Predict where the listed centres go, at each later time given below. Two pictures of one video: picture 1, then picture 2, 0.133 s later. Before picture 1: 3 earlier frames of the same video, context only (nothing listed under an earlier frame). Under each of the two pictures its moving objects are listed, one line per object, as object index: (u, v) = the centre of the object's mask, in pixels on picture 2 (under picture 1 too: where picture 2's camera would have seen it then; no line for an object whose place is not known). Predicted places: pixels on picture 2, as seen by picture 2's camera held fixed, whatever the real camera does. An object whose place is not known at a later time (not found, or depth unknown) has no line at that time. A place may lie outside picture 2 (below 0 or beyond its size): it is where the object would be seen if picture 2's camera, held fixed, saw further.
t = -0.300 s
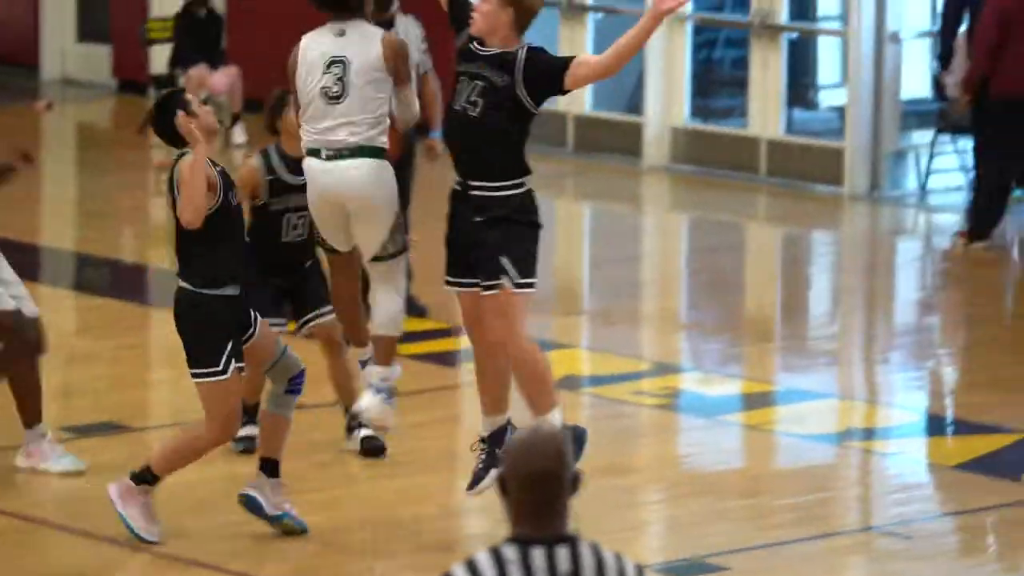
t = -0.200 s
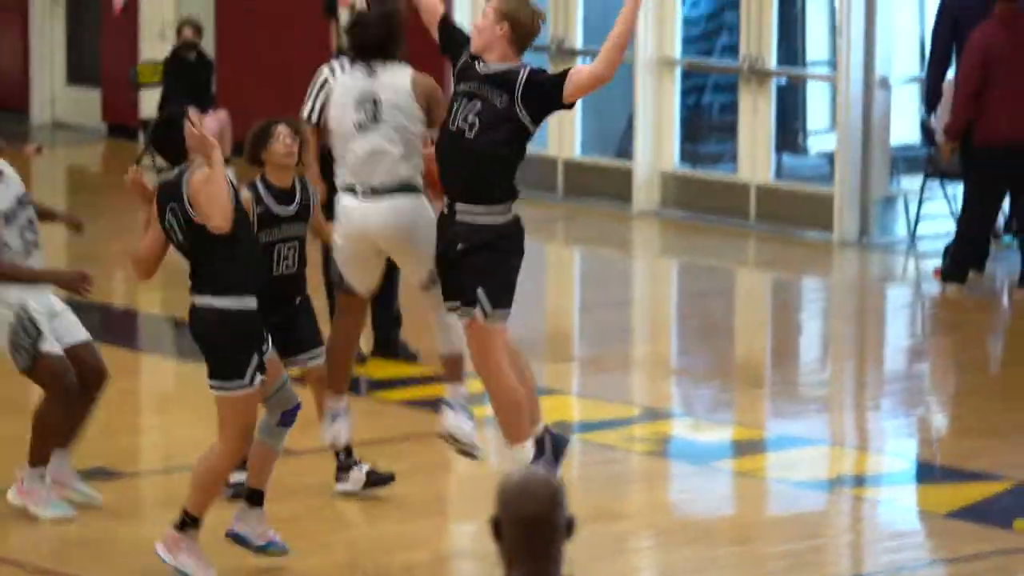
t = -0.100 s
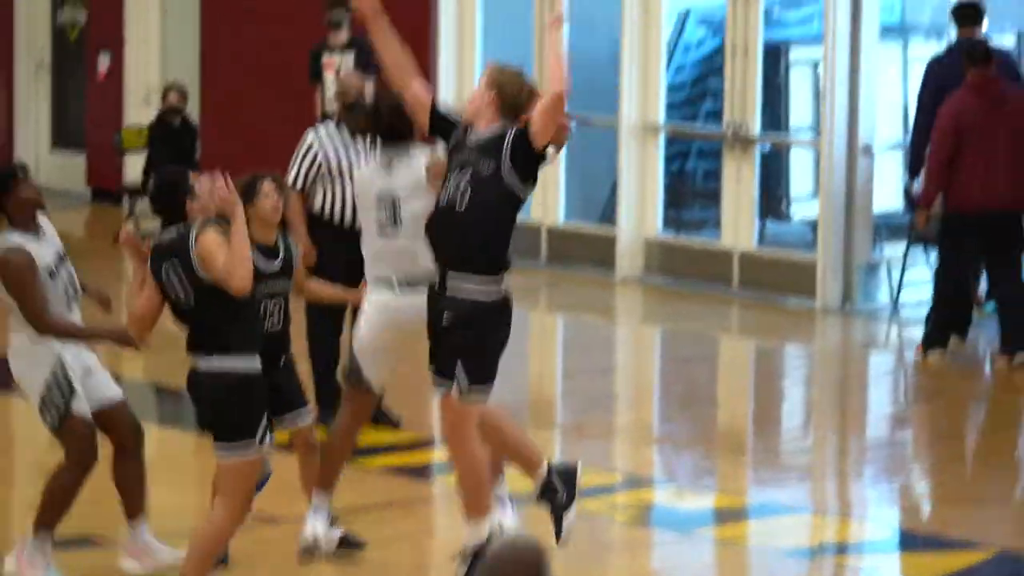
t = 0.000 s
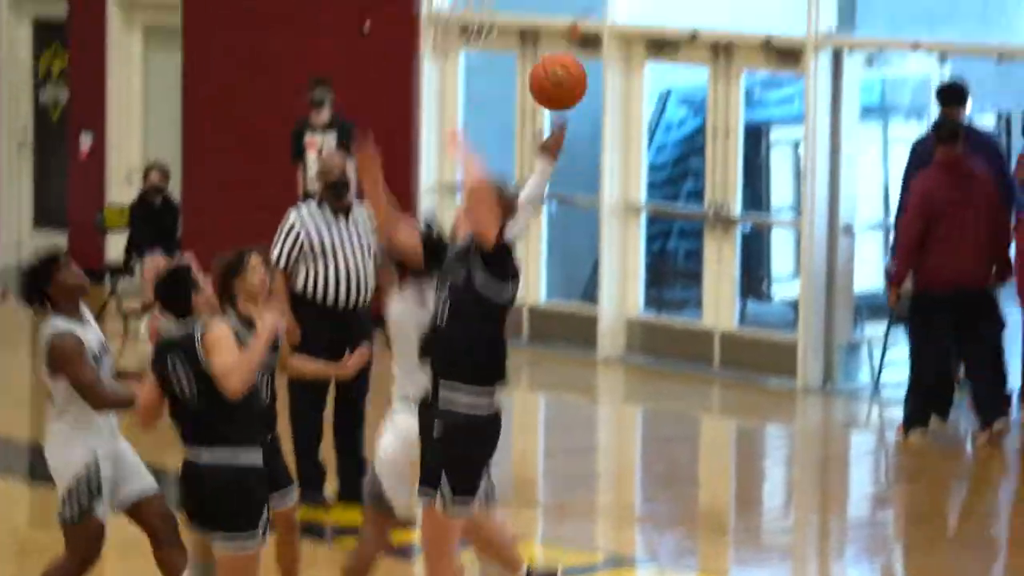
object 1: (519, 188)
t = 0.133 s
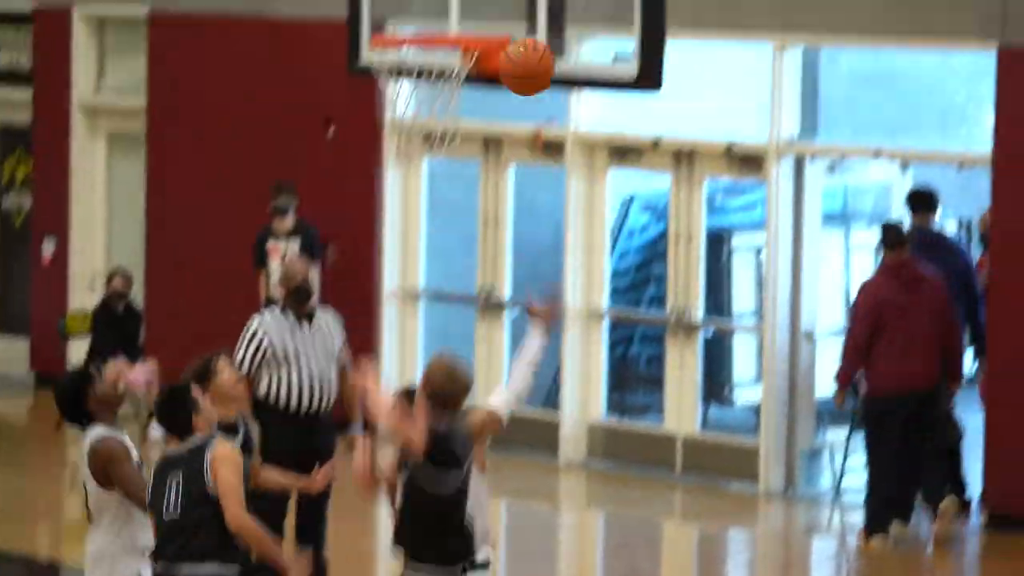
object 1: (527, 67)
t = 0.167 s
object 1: (527, 43)
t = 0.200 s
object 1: (529, 23)
